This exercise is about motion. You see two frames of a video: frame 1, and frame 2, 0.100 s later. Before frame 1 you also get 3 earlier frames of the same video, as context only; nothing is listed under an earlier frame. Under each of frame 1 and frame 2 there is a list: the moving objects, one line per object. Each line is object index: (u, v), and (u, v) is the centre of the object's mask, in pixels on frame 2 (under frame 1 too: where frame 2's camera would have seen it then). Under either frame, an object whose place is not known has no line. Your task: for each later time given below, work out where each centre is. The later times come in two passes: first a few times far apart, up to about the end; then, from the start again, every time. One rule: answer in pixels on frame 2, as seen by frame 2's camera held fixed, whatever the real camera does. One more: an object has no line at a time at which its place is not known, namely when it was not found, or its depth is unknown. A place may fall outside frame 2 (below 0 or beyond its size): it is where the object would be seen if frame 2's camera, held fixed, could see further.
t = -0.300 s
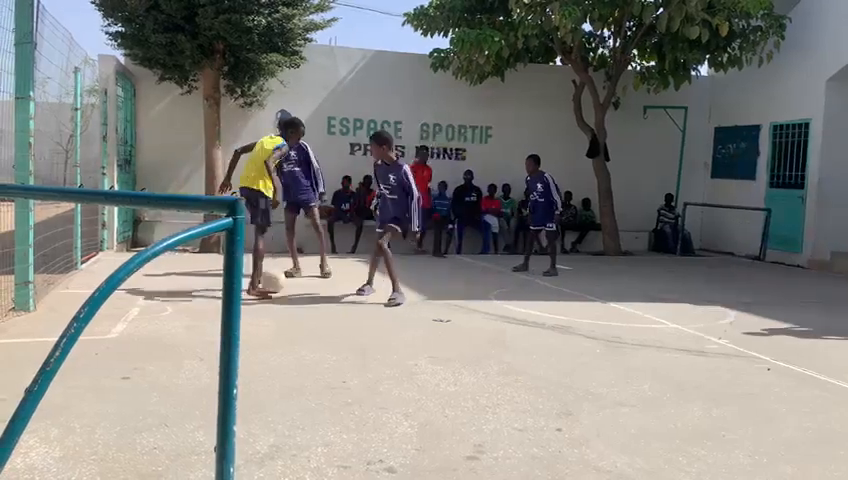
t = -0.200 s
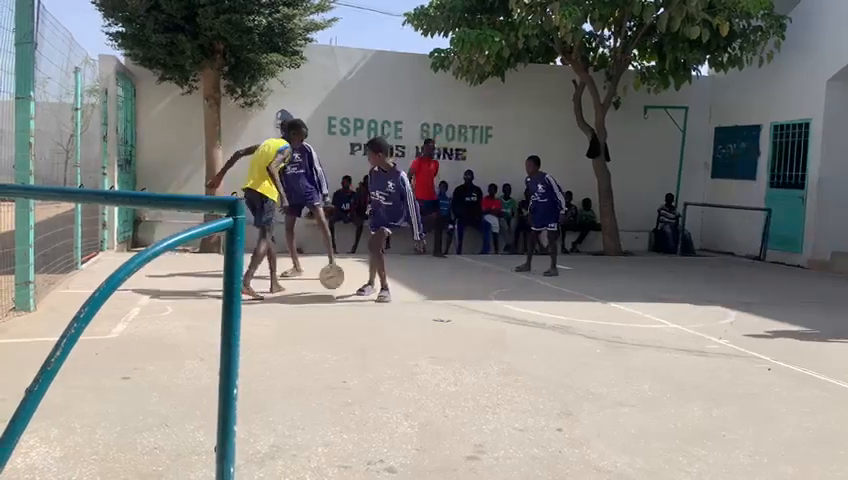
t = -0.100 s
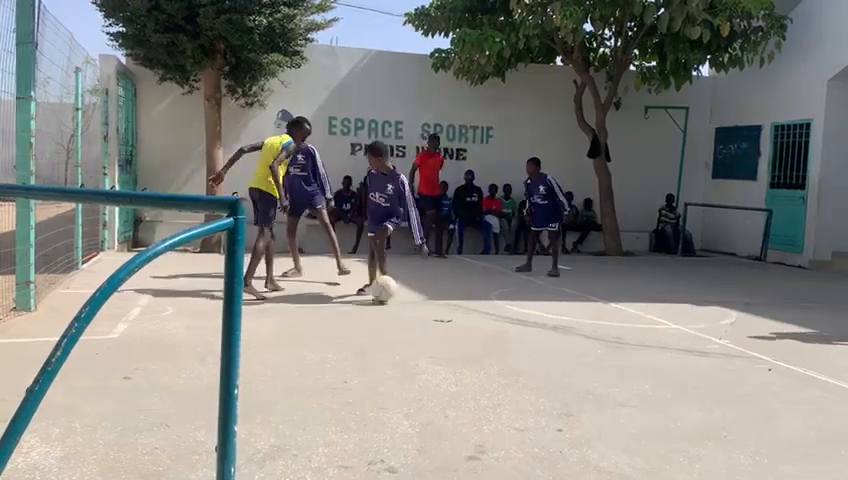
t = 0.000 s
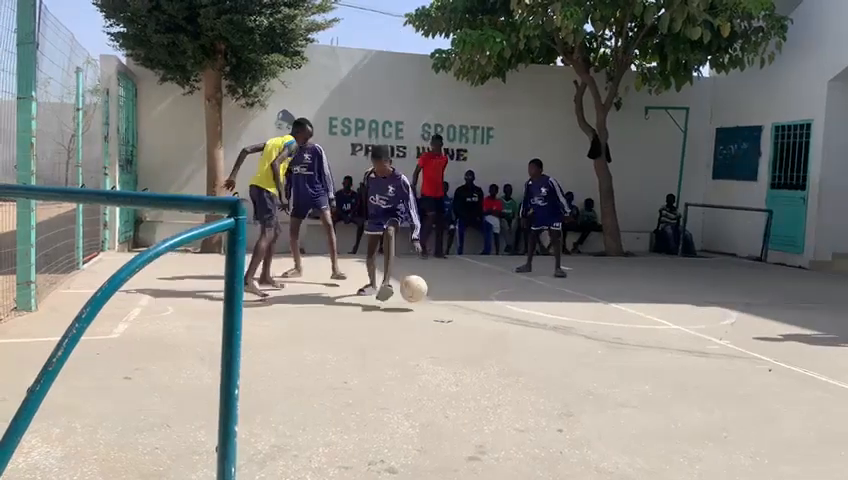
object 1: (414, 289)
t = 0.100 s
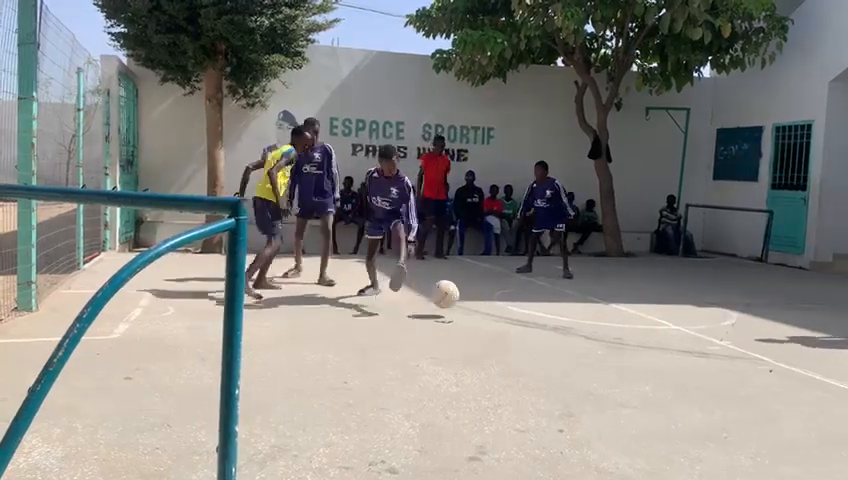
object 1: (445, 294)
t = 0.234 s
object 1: (488, 307)
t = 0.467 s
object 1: (576, 326)
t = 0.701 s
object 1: (685, 352)
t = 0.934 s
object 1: (822, 382)
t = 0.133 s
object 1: (455, 299)
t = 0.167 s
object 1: (466, 305)
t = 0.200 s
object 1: (476, 308)
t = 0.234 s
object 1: (488, 307)
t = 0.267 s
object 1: (500, 307)
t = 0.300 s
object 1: (512, 310)
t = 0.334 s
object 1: (523, 313)
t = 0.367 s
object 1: (535, 318)
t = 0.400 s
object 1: (549, 324)
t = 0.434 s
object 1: (563, 324)
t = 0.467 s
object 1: (576, 326)
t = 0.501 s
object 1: (589, 329)
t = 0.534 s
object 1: (604, 334)
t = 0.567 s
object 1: (619, 339)
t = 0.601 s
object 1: (633, 342)
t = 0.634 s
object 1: (651, 345)
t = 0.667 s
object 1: (668, 348)
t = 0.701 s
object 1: (685, 352)
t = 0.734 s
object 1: (702, 357)
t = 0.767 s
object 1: (720, 360)
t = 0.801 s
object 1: (740, 364)
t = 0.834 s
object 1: (760, 368)
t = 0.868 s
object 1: (781, 372)
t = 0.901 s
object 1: (802, 379)
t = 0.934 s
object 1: (822, 382)
